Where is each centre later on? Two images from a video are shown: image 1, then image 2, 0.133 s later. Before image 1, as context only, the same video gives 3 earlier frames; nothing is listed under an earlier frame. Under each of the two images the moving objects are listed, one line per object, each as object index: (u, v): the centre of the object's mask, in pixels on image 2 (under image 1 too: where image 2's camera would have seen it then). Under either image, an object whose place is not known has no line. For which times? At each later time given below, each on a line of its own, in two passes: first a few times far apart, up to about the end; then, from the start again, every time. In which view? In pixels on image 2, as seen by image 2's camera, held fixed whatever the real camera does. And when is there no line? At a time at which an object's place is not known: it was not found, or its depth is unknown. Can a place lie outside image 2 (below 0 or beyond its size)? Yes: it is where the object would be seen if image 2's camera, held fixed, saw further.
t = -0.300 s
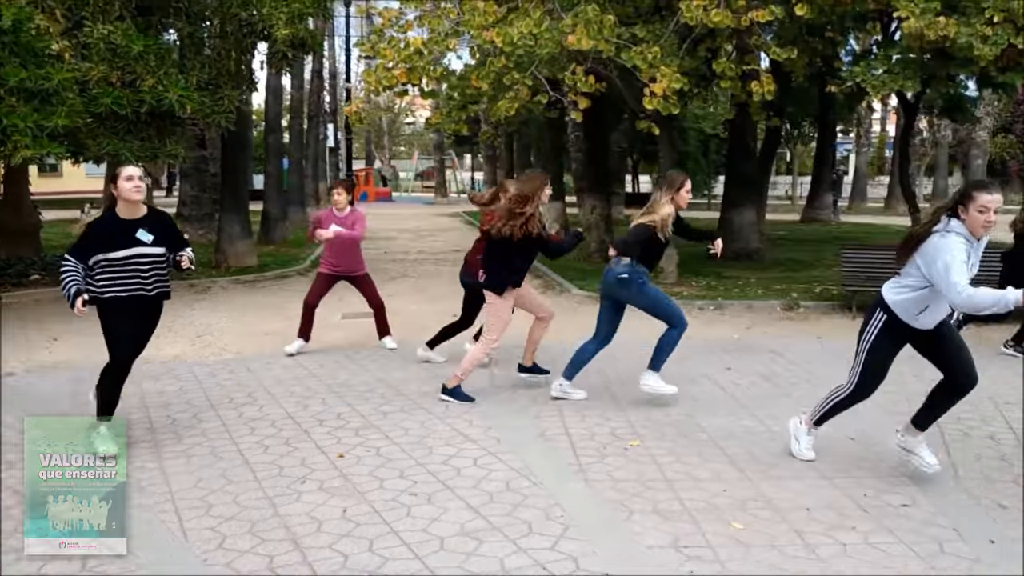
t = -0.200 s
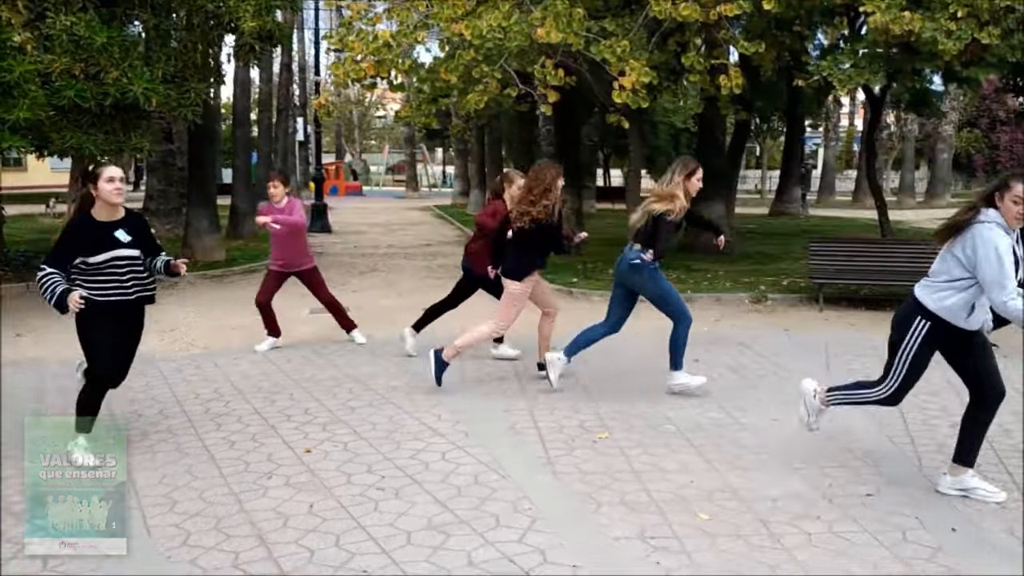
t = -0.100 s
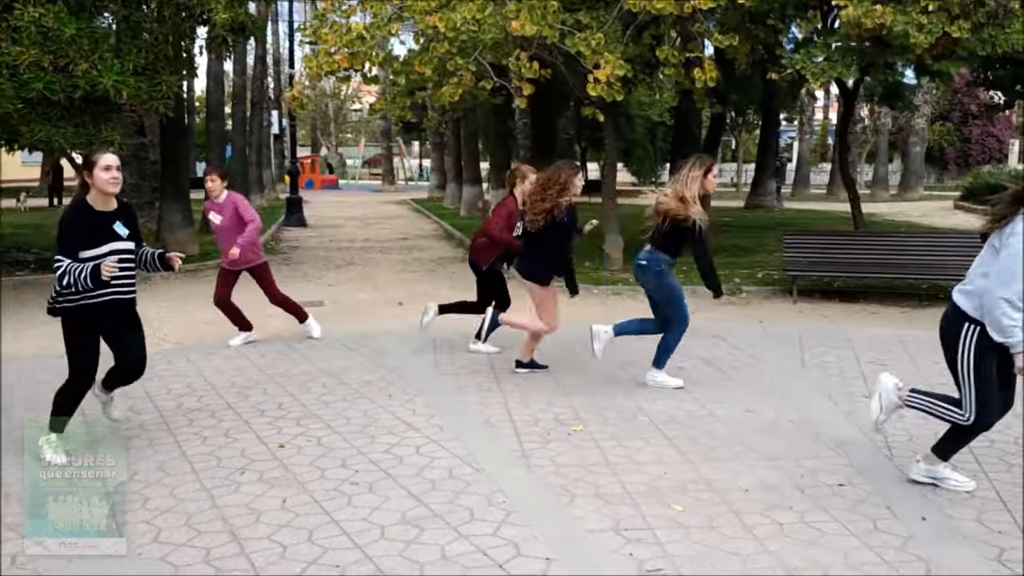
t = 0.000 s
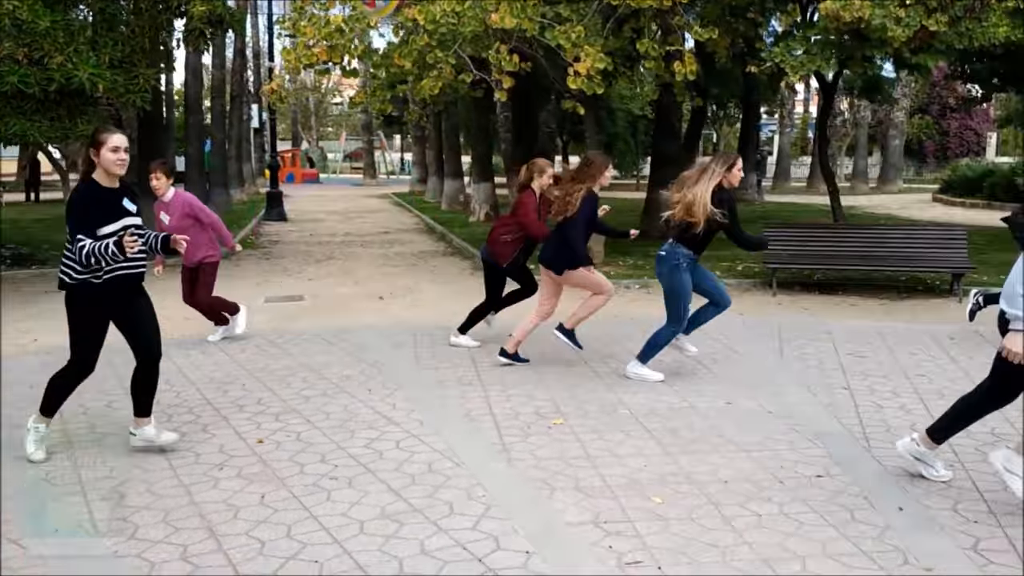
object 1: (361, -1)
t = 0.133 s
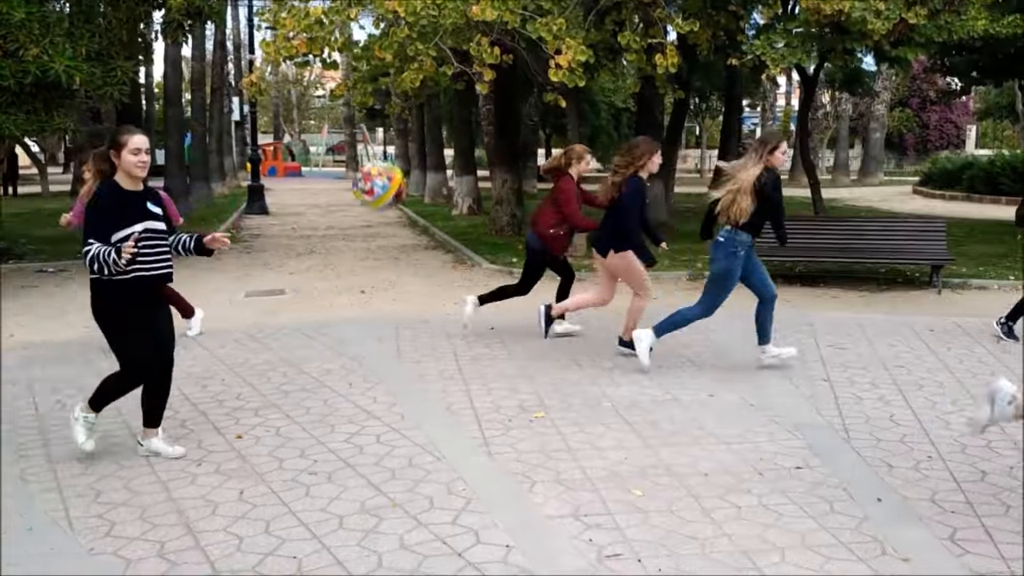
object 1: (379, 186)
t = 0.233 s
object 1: (396, 339)
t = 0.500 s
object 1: (436, 379)
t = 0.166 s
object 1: (385, 236)
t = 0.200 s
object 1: (390, 287)
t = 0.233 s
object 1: (396, 339)
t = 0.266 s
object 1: (402, 389)
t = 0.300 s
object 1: (407, 440)
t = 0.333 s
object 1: (413, 490)
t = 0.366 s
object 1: (417, 508)
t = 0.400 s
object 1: (423, 471)
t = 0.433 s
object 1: (427, 437)
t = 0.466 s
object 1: (432, 406)
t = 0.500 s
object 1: (436, 379)
